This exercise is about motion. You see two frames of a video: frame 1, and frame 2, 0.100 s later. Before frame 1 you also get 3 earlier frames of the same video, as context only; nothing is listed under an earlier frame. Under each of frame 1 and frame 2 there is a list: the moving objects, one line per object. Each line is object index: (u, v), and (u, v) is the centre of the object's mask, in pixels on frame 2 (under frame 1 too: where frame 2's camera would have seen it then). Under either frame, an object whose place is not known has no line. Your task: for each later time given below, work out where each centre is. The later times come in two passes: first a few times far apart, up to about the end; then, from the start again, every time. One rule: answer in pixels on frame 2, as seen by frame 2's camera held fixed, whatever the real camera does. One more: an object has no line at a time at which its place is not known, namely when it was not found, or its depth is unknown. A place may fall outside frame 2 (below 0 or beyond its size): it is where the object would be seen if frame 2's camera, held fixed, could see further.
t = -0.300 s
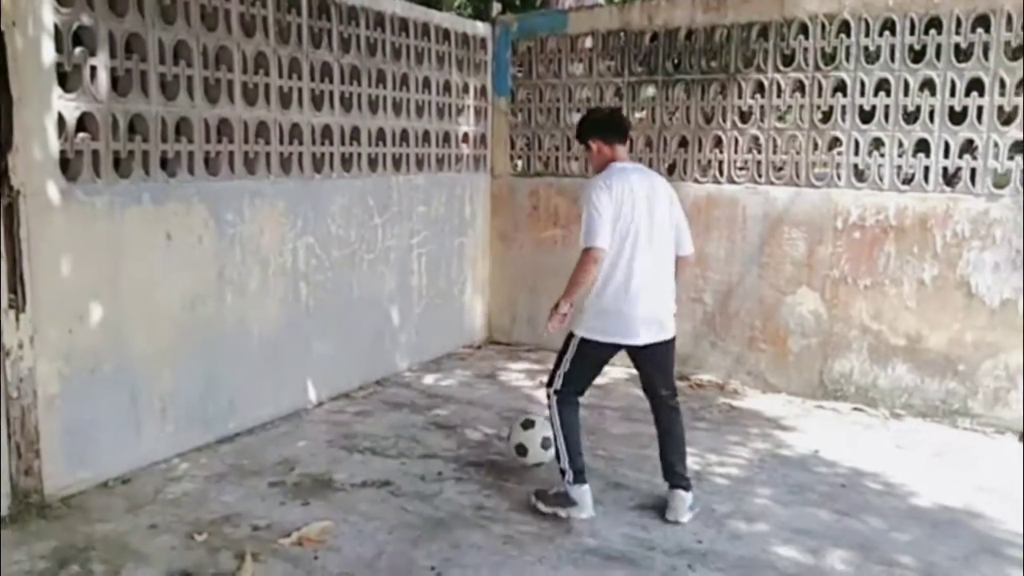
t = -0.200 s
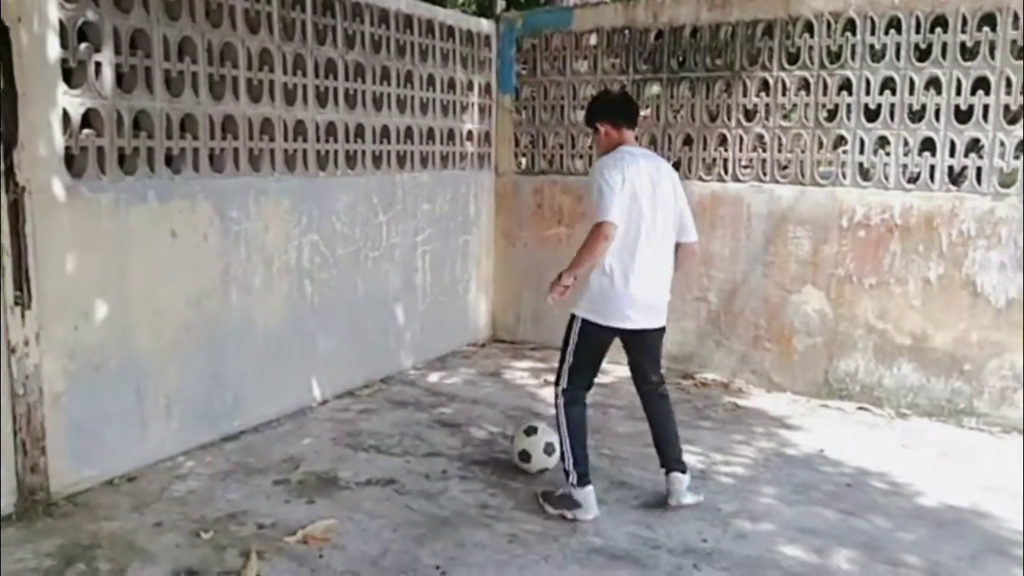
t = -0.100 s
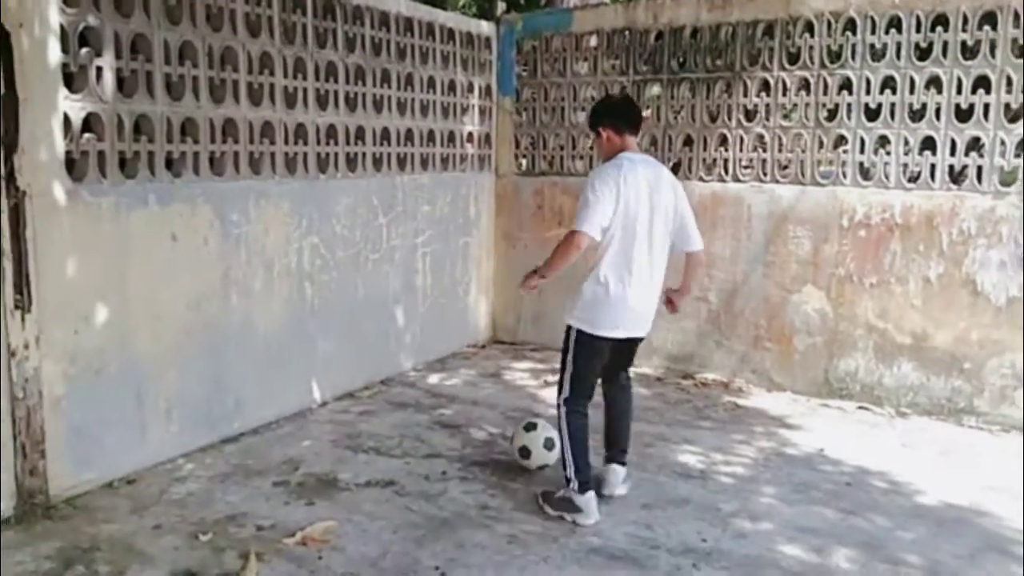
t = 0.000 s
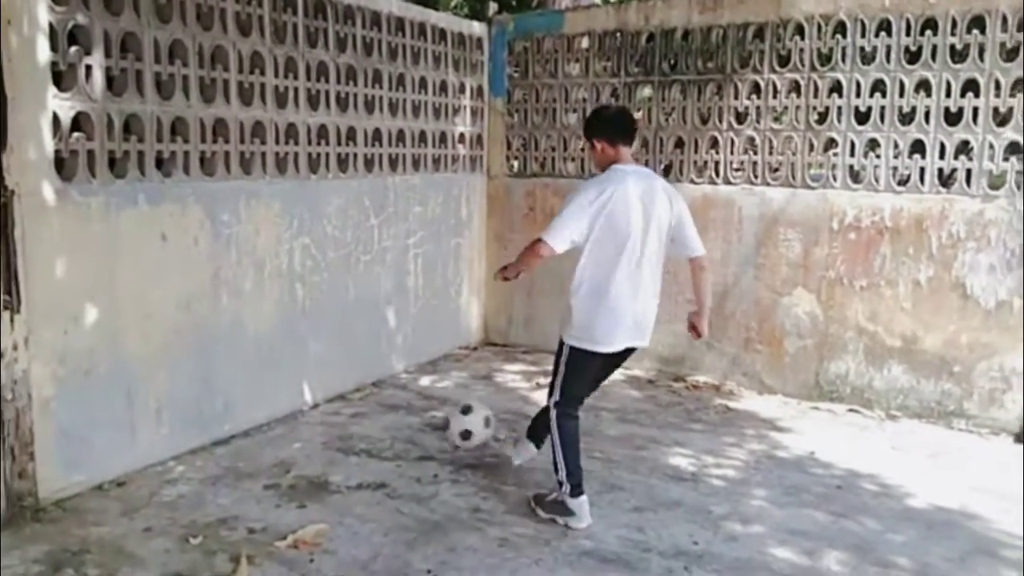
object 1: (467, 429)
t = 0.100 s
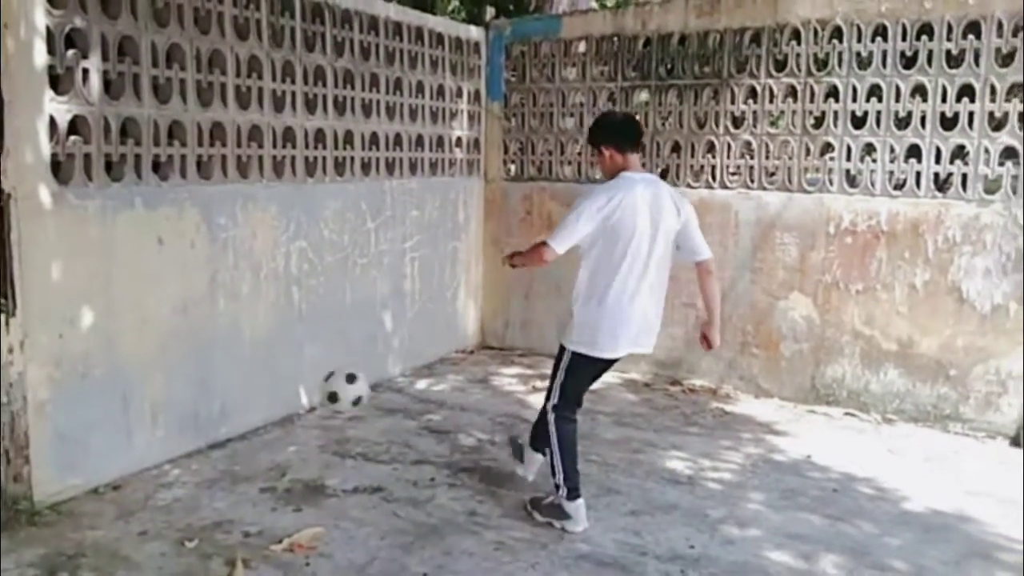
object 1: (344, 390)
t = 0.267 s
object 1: (267, 389)
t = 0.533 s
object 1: (386, 451)
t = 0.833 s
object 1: (508, 504)
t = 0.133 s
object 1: (306, 383)
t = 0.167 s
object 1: (267, 377)
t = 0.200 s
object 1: (237, 374)
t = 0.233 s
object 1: (253, 380)
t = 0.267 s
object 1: (267, 389)
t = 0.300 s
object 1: (284, 400)
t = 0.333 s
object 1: (302, 414)
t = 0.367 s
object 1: (320, 432)
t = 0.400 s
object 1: (338, 456)
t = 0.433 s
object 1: (352, 461)
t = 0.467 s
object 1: (363, 455)
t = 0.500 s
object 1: (375, 452)
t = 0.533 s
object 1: (386, 451)
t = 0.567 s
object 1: (400, 453)
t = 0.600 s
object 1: (412, 458)
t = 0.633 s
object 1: (424, 466)
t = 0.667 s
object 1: (436, 476)
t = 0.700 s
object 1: (450, 489)
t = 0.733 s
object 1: (464, 504)
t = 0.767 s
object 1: (479, 504)
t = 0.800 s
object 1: (493, 502)
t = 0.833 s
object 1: (508, 504)
